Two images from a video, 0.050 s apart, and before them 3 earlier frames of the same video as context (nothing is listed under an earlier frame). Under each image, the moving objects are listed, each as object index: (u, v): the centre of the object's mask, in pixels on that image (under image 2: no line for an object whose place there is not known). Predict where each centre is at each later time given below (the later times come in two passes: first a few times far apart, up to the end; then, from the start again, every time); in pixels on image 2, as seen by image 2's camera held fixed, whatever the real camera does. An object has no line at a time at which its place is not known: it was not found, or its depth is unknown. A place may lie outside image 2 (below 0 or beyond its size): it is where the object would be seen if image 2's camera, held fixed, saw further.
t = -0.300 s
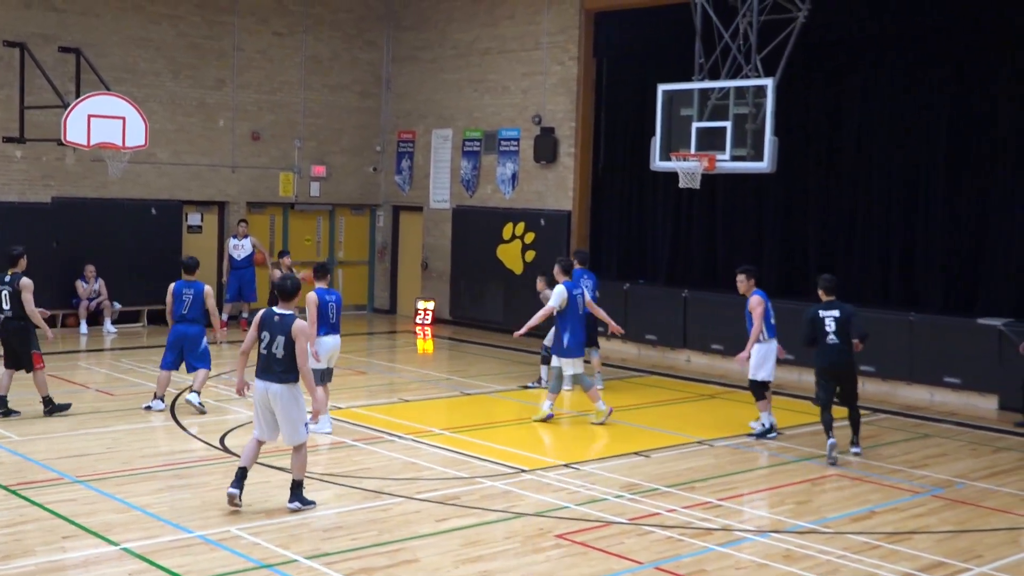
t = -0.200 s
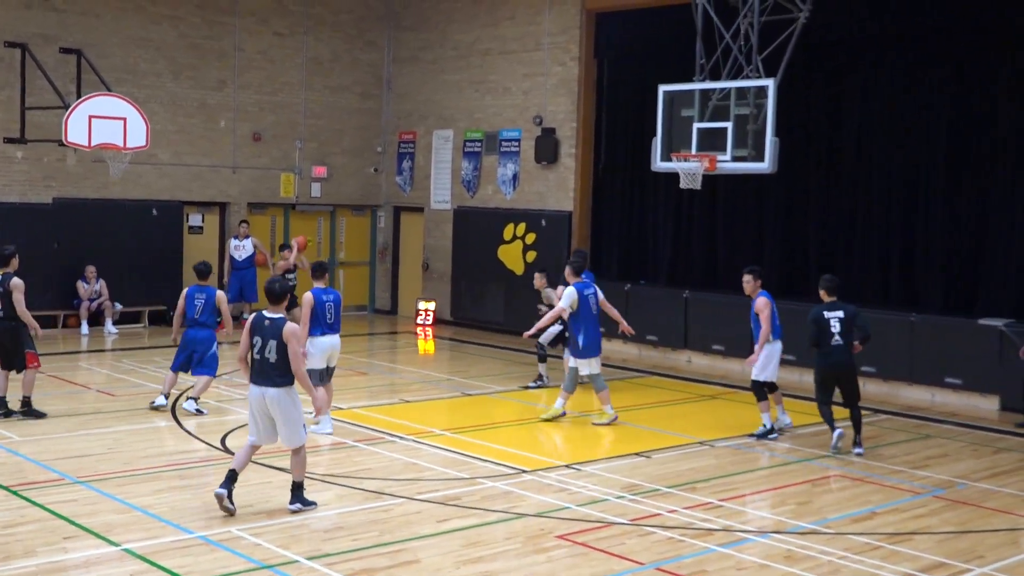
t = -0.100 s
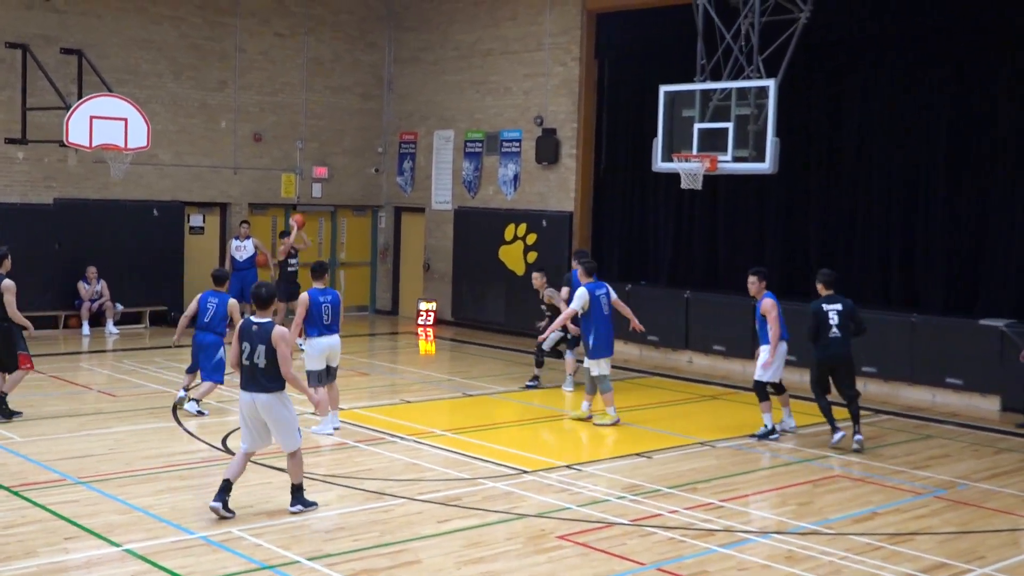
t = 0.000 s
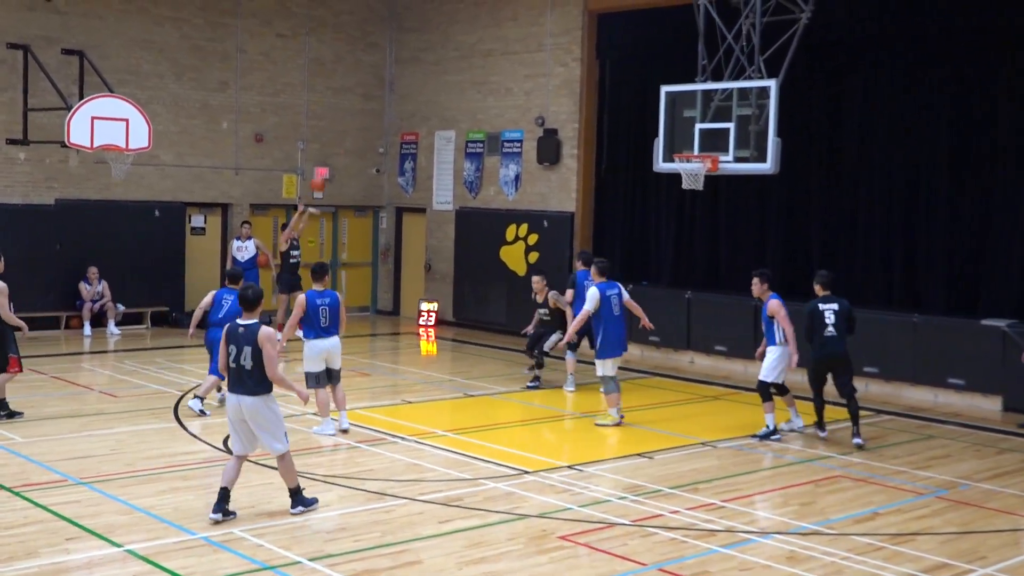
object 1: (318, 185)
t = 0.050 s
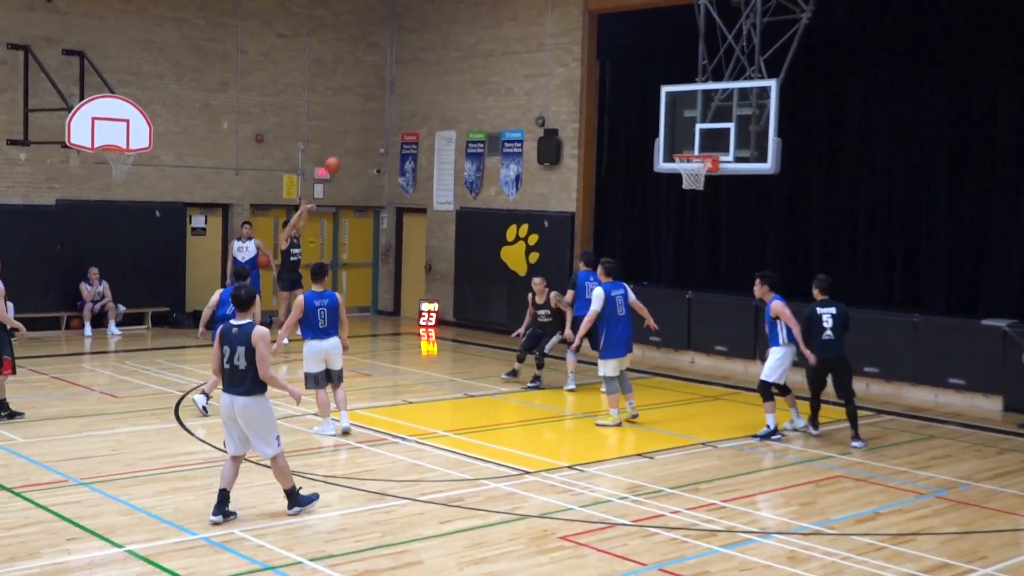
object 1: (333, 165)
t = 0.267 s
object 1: (393, 98)
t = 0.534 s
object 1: (474, 53)
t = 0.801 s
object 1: (558, 56)
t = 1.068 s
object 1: (648, 114)
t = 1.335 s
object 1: (697, 135)
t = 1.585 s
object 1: (669, 113)
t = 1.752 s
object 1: (649, 126)
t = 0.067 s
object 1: (337, 159)
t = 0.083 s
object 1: (341, 153)
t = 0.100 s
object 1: (347, 147)
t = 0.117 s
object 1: (351, 142)
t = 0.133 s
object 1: (356, 136)
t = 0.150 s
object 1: (360, 131)
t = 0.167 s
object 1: (365, 126)
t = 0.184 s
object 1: (370, 121)
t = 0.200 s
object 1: (374, 116)
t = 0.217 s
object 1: (379, 111)
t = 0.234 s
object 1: (384, 107)
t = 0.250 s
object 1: (389, 102)
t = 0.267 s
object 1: (393, 98)
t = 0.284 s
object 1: (399, 93)
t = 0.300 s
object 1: (404, 89)
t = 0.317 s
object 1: (409, 86)
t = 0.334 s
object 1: (413, 82)
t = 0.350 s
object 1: (418, 79)
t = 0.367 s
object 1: (423, 76)
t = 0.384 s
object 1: (428, 72)
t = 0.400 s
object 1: (433, 69)
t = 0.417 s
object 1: (438, 67)
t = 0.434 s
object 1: (443, 64)
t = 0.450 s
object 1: (448, 62)
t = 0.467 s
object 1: (453, 59)
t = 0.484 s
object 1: (458, 58)
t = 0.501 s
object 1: (463, 56)
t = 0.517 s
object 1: (468, 54)
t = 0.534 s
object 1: (474, 53)
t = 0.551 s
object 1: (479, 52)
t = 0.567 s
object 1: (484, 50)
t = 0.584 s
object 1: (489, 50)
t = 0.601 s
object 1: (494, 49)
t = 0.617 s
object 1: (499, 48)
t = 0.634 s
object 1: (505, 48)
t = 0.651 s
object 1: (510, 48)
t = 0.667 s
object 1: (515, 48)
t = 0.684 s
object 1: (520, 48)
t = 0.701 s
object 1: (526, 49)
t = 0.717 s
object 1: (531, 49)
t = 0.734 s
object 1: (536, 50)
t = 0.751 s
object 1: (542, 51)
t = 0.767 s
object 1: (547, 53)
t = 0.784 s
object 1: (552, 55)
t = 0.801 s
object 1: (558, 56)
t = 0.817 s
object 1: (563, 58)
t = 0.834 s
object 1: (569, 60)
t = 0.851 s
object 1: (574, 63)
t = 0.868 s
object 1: (580, 65)
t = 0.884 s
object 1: (585, 67)
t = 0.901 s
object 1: (591, 71)
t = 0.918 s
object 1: (596, 74)
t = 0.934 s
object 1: (602, 78)
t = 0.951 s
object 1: (608, 81)
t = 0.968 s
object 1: (613, 85)
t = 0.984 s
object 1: (619, 90)
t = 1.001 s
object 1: (625, 94)
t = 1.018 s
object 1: (630, 98)
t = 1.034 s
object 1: (636, 103)
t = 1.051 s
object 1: (642, 109)
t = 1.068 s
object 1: (648, 114)
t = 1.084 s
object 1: (653, 119)
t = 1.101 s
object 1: (659, 125)
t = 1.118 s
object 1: (665, 132)
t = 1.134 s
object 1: (672, 138)
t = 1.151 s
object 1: (677, 144)
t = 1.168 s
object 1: (681, 147)
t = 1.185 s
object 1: (685, 147)
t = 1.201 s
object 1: (690, 147)
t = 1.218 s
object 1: (694, 147)
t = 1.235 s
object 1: (698, 148)
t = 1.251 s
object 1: (702, 148)
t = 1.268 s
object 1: (703, 148)
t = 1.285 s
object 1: (702, 145)
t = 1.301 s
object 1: (700, 142)
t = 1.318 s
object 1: (698, 138)
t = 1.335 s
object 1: (697, 135)
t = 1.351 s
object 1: (695, 132)
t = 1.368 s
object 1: (693, 129)
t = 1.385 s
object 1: (691, 127)
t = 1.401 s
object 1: (689, 124)
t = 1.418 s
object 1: (687, 122)
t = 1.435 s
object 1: (687, 121)
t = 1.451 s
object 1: (685, 118)
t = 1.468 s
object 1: (682, 117)
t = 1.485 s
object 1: (680, 116)
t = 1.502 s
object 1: (679, 115)
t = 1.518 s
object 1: (677, 114)
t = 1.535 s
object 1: (675, 114)
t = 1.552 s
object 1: (673, 113)
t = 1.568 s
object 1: (671, 113)
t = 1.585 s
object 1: (669, 113)
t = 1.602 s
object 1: (668, 114)
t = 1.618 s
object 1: (665, 114)
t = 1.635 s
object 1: (663, 115)
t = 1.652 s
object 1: (662, 116)
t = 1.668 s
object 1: (660, 117)
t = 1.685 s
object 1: (657, 118)
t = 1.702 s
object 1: (655, 120)
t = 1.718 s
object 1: (653, 122)
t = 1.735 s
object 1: (651, 124)
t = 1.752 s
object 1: (649, 126)
